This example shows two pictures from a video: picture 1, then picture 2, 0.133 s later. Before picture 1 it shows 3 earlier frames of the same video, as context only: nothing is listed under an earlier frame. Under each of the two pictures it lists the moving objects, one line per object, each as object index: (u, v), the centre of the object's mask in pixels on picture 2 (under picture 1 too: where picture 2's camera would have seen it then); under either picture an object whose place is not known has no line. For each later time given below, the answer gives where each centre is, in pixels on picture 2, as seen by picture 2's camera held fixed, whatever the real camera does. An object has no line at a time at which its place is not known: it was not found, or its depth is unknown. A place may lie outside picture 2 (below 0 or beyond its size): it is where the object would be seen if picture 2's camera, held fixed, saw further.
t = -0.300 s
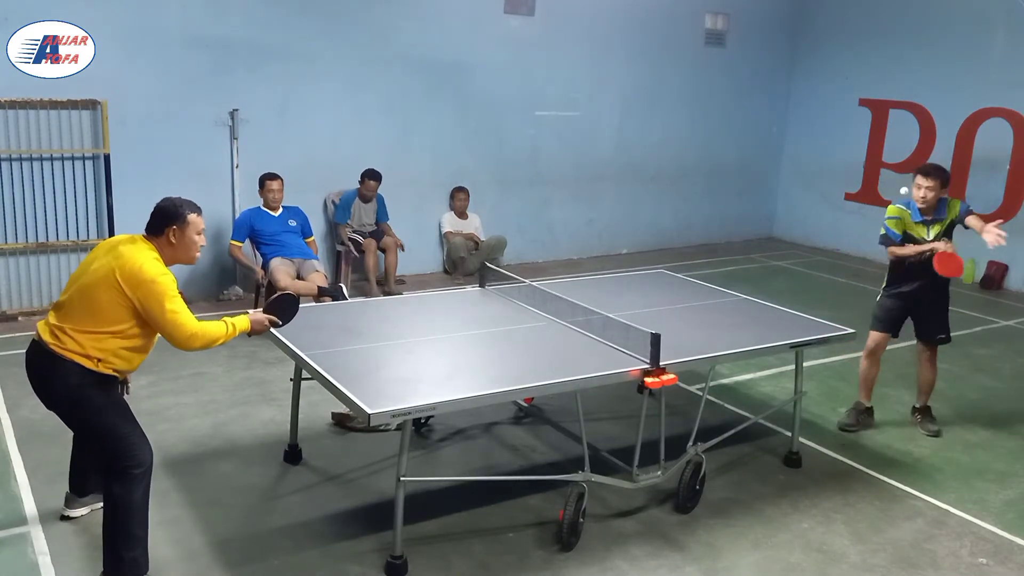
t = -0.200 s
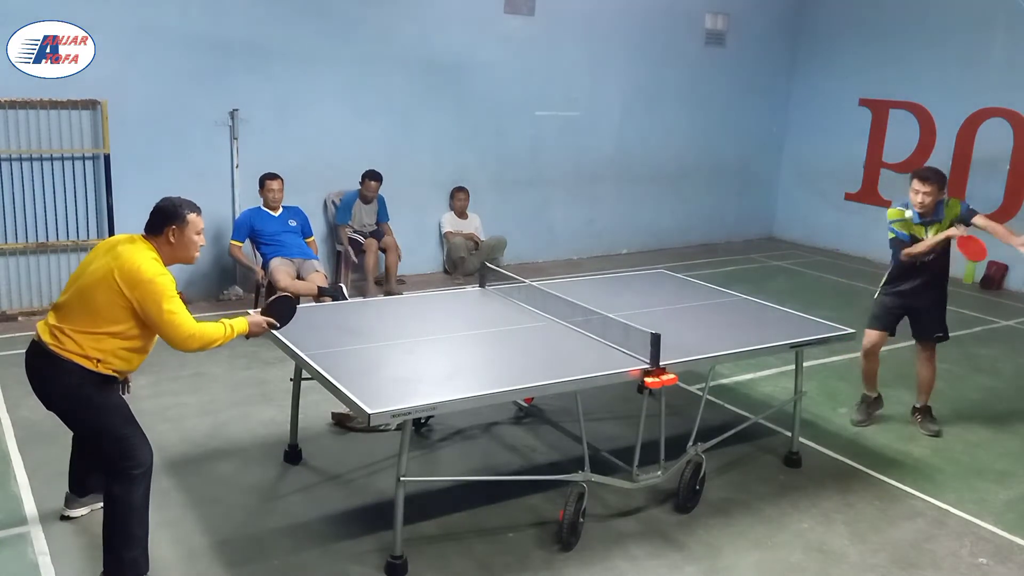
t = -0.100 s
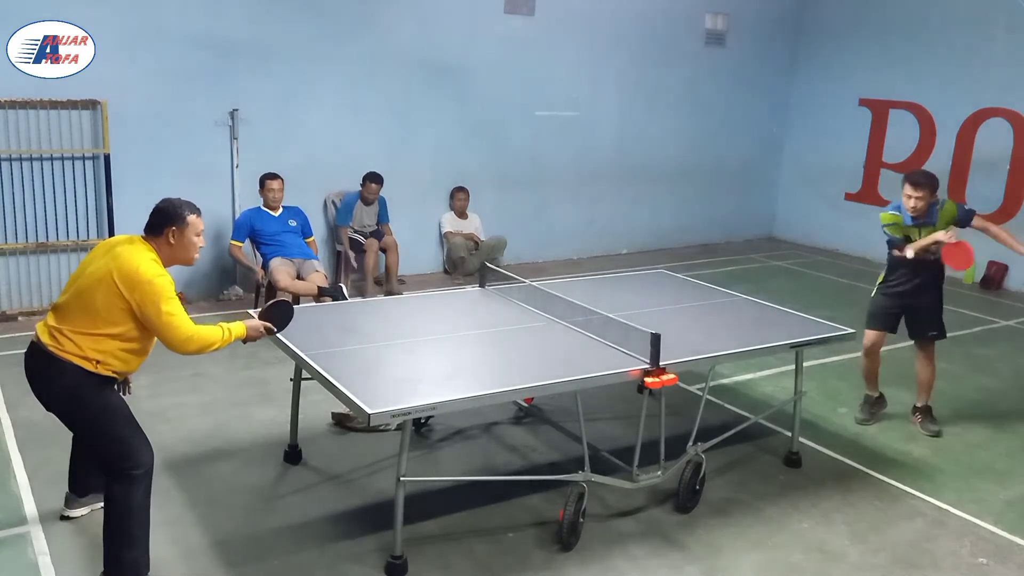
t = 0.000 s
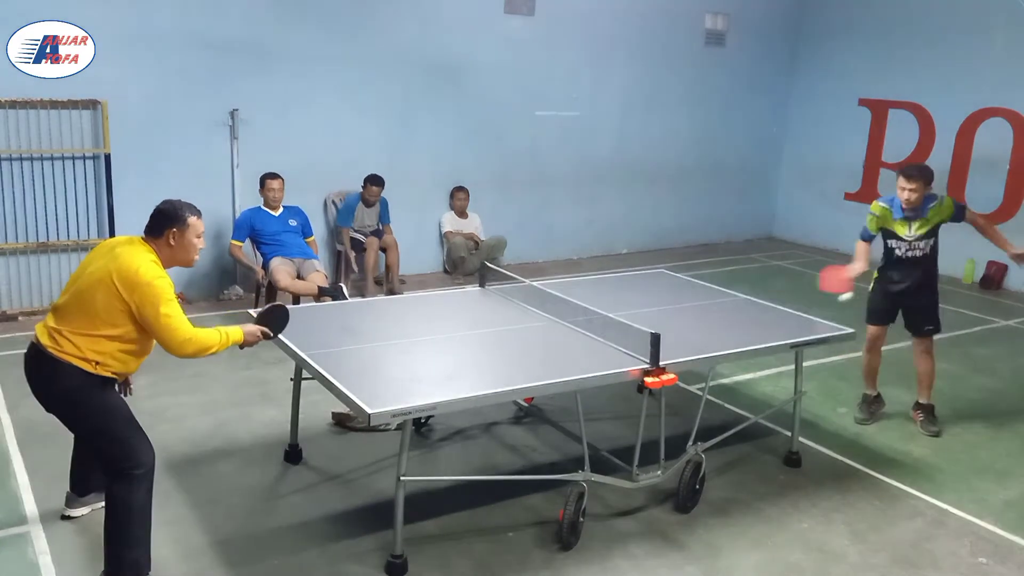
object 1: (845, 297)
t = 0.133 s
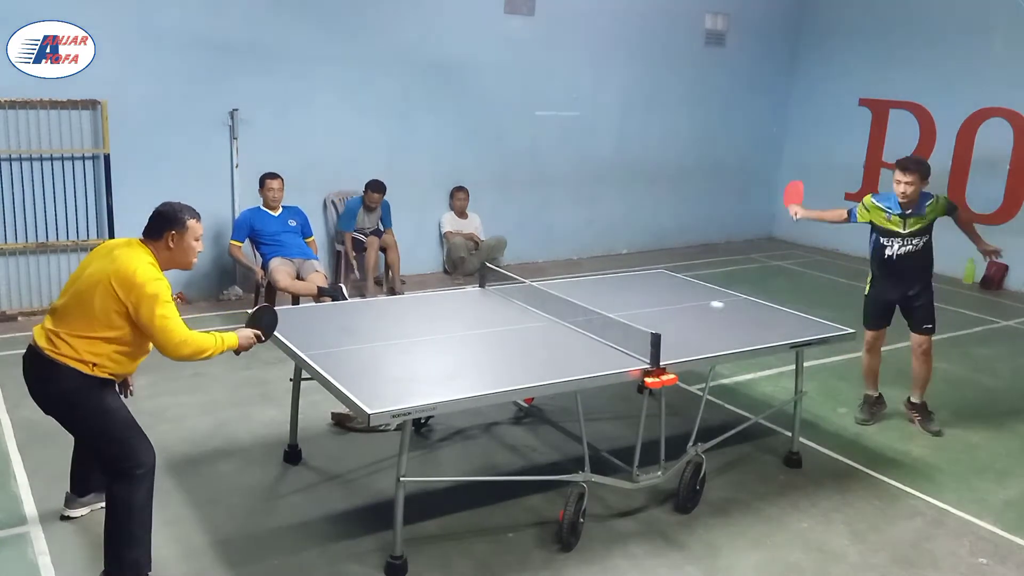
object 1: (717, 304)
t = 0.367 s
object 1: (511, 322)
